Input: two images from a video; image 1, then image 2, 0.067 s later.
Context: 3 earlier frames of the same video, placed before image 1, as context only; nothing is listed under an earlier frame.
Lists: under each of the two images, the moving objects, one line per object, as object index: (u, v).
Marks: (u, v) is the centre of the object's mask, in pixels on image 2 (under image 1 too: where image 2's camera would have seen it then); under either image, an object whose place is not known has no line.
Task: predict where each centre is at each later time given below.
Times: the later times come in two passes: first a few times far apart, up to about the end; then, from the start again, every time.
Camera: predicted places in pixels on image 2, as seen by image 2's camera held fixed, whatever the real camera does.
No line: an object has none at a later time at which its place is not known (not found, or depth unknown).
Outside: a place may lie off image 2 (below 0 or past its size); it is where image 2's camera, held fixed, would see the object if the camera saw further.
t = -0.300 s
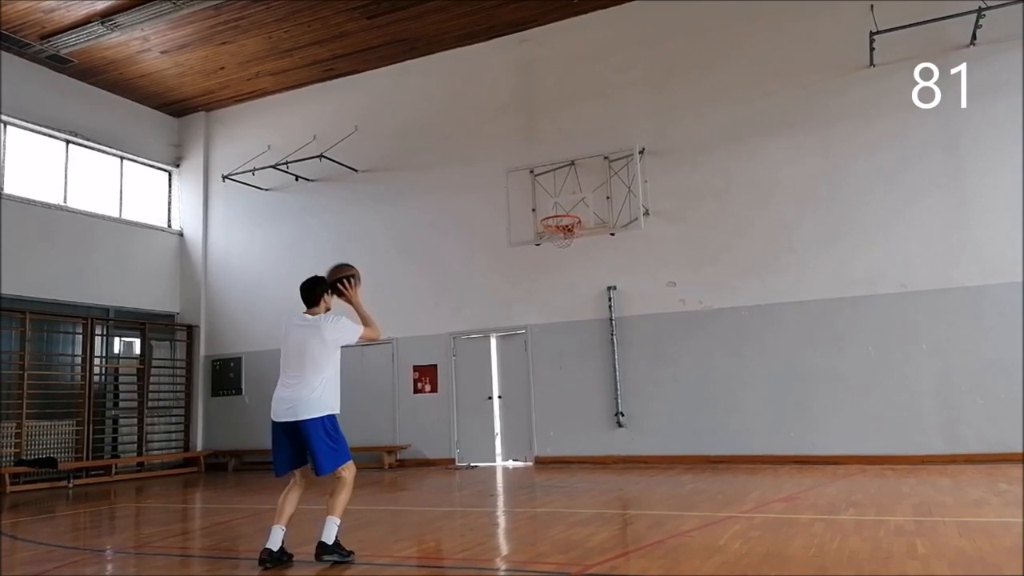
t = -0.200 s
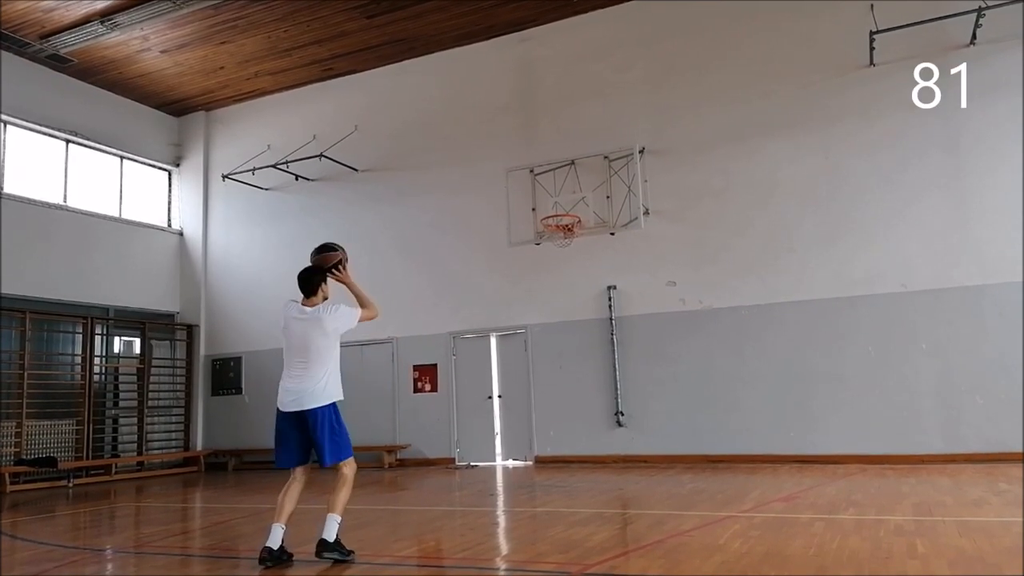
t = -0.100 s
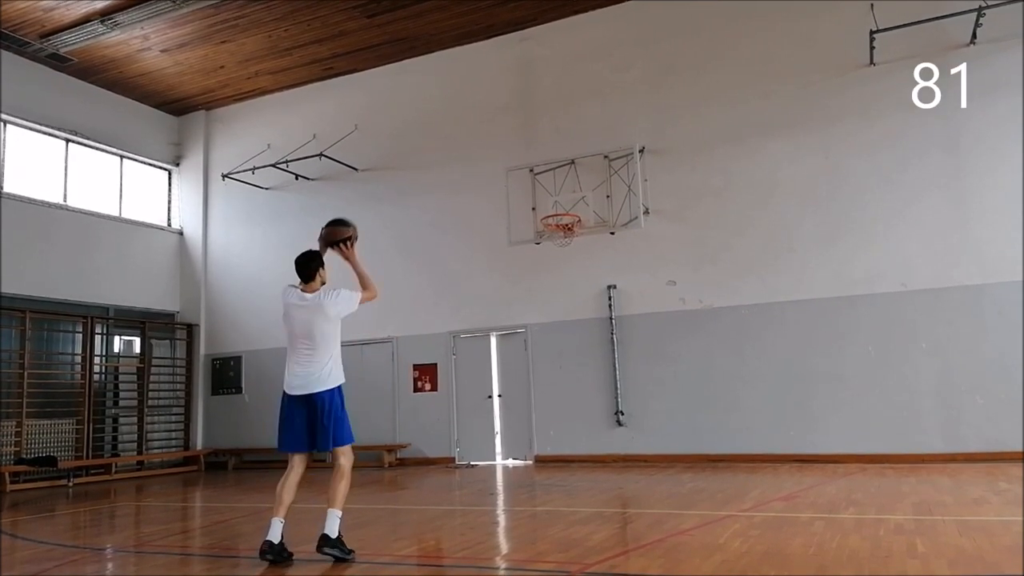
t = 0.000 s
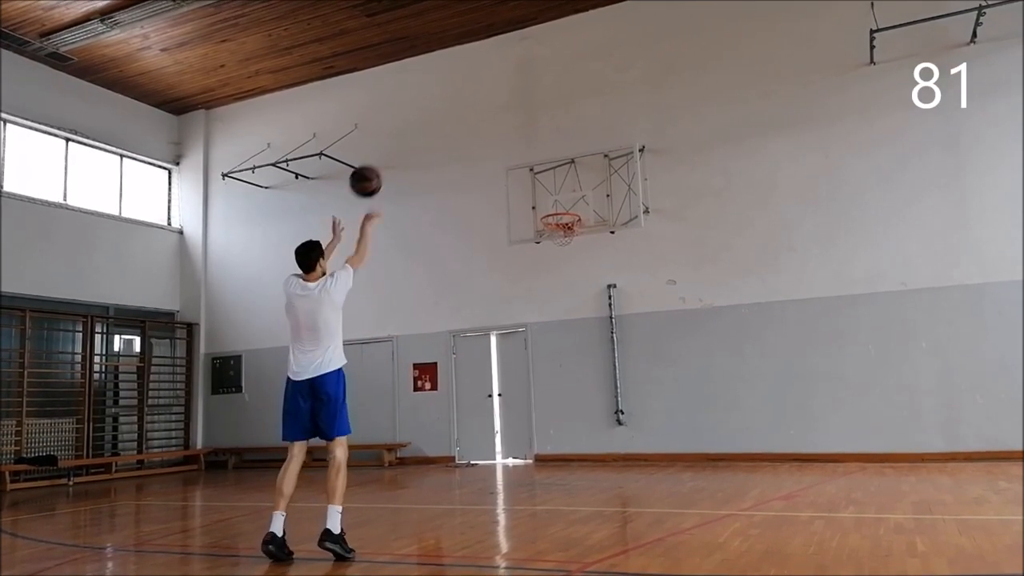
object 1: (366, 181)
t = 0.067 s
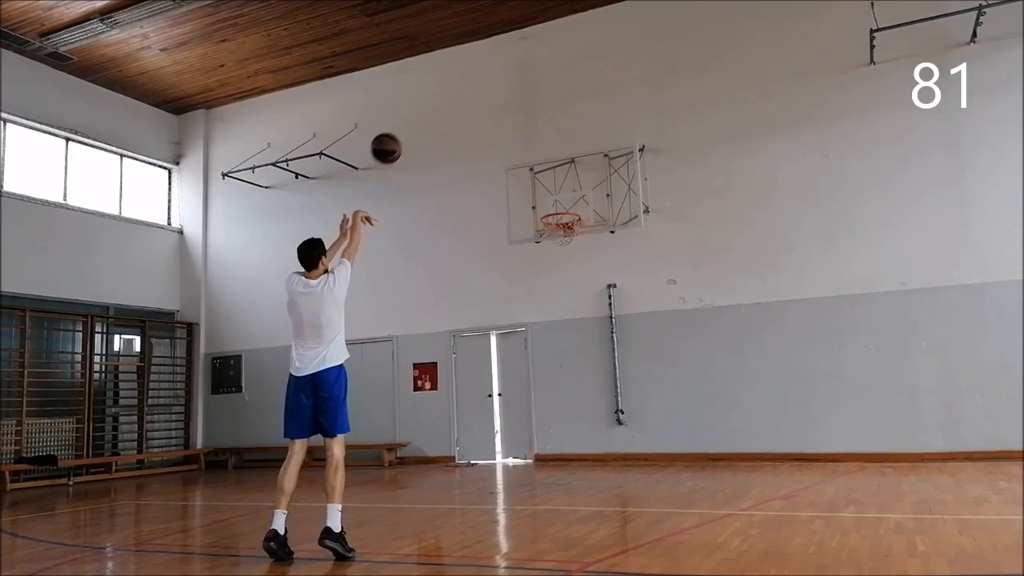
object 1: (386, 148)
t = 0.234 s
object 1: (430, 100)
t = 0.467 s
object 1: (479, 91)
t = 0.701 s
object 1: (519, 130)
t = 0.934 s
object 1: (554, 204)
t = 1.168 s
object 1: (562, 259)
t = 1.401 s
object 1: (558, 333)
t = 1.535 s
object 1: (558, 405)
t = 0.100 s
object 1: (395, 135)
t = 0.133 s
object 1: (405, 124)
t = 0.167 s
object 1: (413, 114)
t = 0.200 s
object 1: (422, 106)
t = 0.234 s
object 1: (430, 100)
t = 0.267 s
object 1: (438, 95)
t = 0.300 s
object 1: (445, 91)
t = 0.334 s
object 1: (452, 89)
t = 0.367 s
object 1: (460, 88)
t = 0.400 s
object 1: (466, 88)
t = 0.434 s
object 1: (473, 89)
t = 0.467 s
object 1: (479, 91)
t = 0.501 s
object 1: (485, 94)
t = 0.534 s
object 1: (492, 98)
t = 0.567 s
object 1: (497, 102)
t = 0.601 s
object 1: (503, 108)
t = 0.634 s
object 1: (509, 114)
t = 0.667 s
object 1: (514, 122)
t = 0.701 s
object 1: (519, 130)
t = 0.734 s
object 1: (525, 139)
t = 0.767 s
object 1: (530, 148)
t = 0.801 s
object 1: (535, 158)
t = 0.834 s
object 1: (540, 169)
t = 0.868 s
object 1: (545, 180)
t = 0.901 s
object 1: (550, 192)
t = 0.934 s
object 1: (554, 204)
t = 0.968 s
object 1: (559, 218)
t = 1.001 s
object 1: (563, 230)
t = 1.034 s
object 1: (563, 240)
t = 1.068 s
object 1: (564, 244)
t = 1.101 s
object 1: (563, 248)
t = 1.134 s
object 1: (562, 253)
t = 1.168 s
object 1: (562, 259)
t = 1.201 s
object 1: (561, 266)
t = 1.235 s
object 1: (560, 274)
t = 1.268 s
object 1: (560, 283)
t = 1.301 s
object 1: (560, 294)
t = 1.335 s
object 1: (559, 305)
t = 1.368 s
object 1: (559, 318)
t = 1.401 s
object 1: (558, 333)
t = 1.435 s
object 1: (558, 348)
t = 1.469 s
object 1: (558, 365)
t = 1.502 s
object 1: (558, 384)
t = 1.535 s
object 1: (558, 405)
